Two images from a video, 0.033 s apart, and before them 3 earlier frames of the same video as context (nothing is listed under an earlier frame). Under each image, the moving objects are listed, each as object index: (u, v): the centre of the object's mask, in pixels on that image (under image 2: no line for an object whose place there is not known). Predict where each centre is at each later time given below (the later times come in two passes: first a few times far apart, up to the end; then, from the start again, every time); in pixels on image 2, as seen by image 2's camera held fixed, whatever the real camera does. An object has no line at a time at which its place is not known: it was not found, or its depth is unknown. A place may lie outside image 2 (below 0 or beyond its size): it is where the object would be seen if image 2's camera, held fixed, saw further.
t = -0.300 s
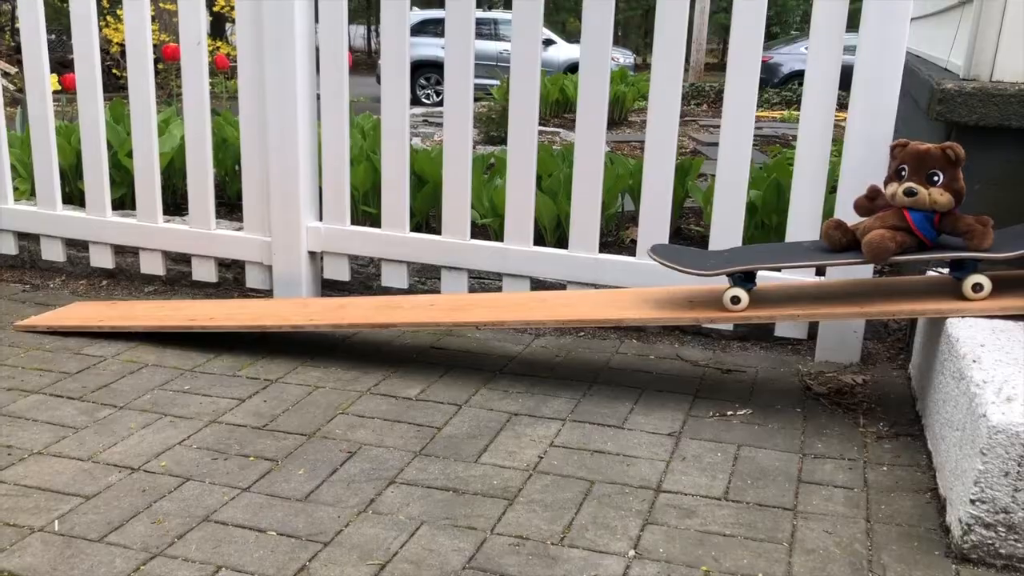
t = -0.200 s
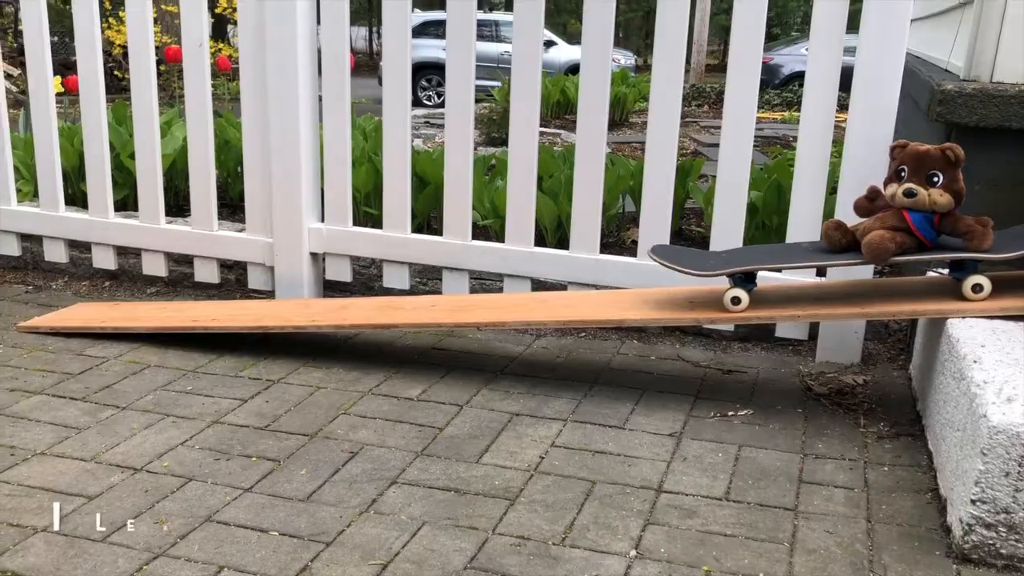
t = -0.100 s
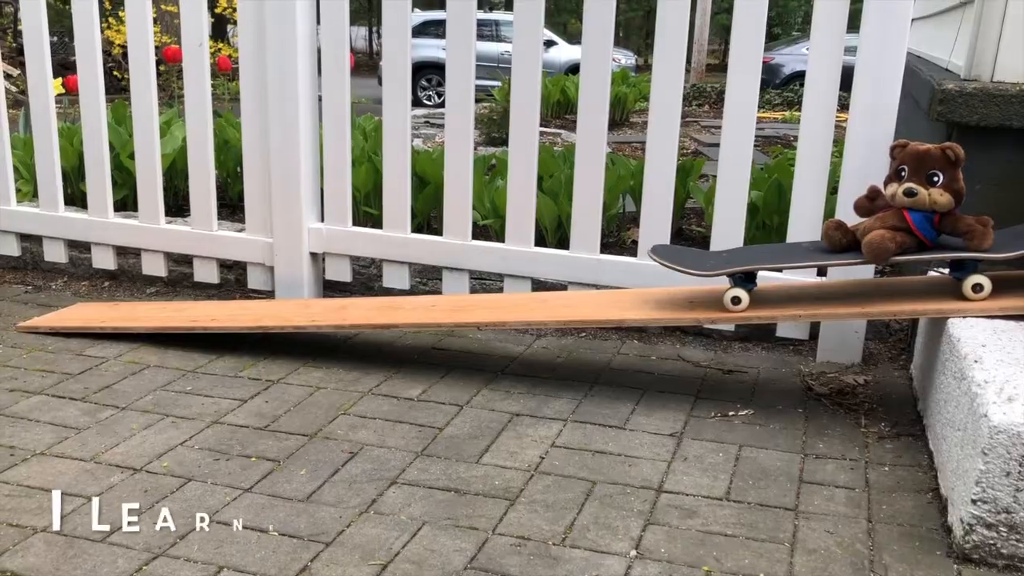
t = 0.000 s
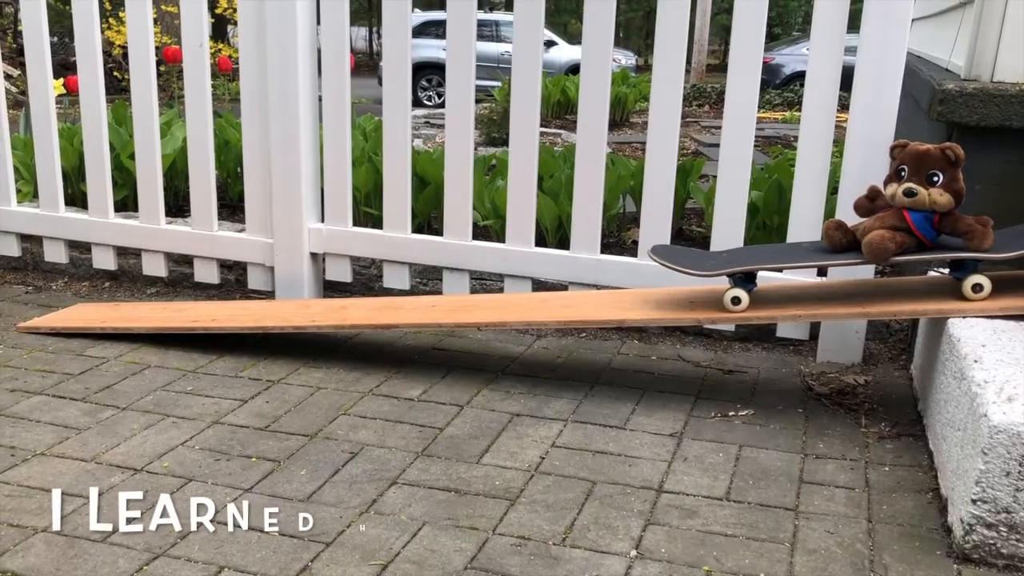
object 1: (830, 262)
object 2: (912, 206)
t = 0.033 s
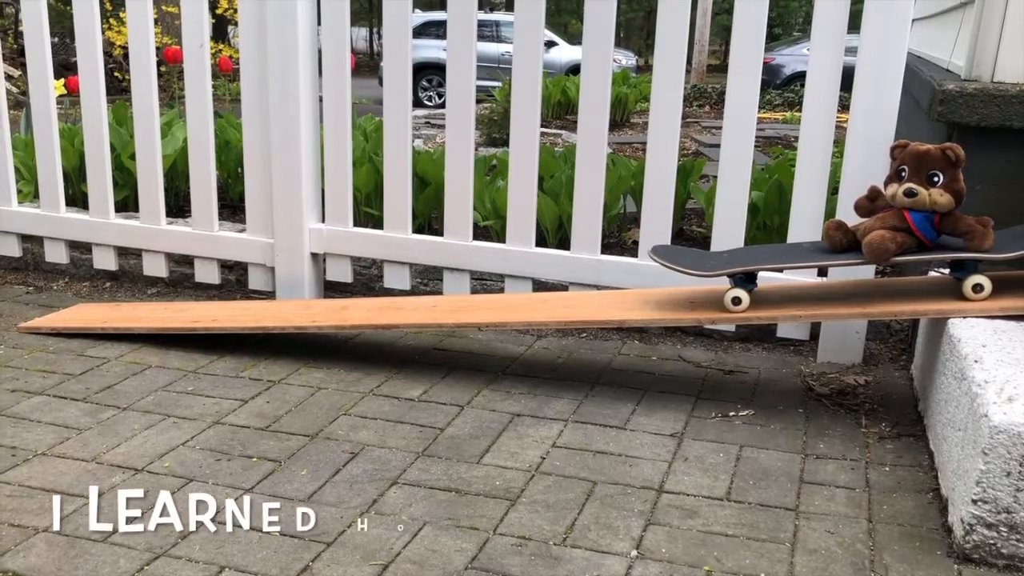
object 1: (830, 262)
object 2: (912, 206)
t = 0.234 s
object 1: (830, 262)
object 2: (913, 206)
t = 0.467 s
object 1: (827, 263)
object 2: (912, 206)
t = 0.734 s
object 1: (823, 263)
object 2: (907, 207)
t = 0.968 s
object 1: (807, 262)
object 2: (866, 210)
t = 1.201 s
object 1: (720, 267)
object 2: (780, 218)
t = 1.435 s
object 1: (599, 275)
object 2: (657, 228)
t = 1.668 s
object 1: (451, 283)
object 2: (510, 241)
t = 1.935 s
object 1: (266, 291)
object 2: (322, 251)
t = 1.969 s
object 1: (242, 291)
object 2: (299, 253)
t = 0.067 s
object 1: (831, 262)
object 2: (913, 206)
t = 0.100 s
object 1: (831, 262)
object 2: (913, 206)
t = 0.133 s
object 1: (830, 262)
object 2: (913, 206)
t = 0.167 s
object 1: (830, 262)
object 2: (913, 207)
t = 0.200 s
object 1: (830, 262)
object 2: (913, 206)
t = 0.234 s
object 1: (830, 262)
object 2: (913, 206)
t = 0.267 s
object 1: (829, 262)
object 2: (913, 206)
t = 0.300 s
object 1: (829, 262)
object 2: (913, 206)
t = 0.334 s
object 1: (829, 262)
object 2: (913, 206)
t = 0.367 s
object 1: (827, 262)
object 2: (912, 207)
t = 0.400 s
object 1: (828, 262)
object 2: (912, 206)
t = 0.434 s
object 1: (827, 263)
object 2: (912, 206)
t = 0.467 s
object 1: (827, 263)
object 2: (912, 206)
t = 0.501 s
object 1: (827, 263)
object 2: (912, 206)
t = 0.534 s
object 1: (826, 263)
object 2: (913, 206)
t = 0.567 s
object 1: (826, 263)
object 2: (912, 206)
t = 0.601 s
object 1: (826, 263)
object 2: (912, 207)
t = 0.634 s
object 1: (825, 263)
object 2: (911, 207)
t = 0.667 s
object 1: (824, 263)
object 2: (910, 207)
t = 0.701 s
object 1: (824, 263)
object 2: (909, 207)
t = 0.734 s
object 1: (823, 263)
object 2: (907, 207)
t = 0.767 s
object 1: (821, 263)
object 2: (904, 207)
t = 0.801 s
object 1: (821, 263)
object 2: (900, 208)
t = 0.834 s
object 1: (818, 263)
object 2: (895, 208)
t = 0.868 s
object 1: (817, 263)
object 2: (890, 208)
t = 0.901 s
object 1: (813, 263)
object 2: (883, 209)
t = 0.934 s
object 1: (811, 262)
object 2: (875, 210)
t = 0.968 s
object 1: (807, 262)
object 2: (866, 210)
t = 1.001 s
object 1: (800, 262)
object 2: (856, 211)
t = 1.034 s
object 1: (788, 263)
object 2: (846, 212)
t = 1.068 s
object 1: (776, 264)
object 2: (834, 213)
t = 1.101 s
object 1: (763, 265)
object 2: (822, 215)
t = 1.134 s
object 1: (751, 266)
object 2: (809, 216)
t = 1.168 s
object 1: (735, 267)
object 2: (795, 217)
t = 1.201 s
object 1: (720, 267)
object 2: (780, 218)
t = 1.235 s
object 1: (705, 268)
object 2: (764, 220)
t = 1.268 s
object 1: (690, 269)
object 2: (748, 221)
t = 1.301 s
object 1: (674, 270)
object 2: (731, 223)
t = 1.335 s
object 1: (655, 272)
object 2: (713, 225)
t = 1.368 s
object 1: (637, 273)
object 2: (696, 226)
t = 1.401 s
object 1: (619, 274)
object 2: (676, 227)
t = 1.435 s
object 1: (599, 275)
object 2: (657, 228)
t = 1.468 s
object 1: (581, 276)
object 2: (638, 231)
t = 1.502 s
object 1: (561, 277)
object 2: (617, 232)
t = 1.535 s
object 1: (539, 279)
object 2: (597, 233)
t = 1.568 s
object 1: (516, 279)
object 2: (576, 236)
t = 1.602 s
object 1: (499, 281)
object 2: (554, 238)
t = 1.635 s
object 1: (473, 282)
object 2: (532, 239)
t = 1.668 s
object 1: (451, 283)
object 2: (510, 241)
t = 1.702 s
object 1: (429, 284)
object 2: (487, 243)
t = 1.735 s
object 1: (406, 285)
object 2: (465, 244)
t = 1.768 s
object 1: (382, 286)
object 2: (441, 245)
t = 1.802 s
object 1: (360, 287)
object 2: (418, 247)
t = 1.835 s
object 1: (337, 288)
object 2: (395, 247)
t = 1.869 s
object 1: (315, 289)
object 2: (371, 249)
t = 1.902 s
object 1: (293, 290)
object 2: (347, 250)
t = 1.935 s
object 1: (266, 291)
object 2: (322, 251)
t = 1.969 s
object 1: (242, 291)
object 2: (299, 253)
